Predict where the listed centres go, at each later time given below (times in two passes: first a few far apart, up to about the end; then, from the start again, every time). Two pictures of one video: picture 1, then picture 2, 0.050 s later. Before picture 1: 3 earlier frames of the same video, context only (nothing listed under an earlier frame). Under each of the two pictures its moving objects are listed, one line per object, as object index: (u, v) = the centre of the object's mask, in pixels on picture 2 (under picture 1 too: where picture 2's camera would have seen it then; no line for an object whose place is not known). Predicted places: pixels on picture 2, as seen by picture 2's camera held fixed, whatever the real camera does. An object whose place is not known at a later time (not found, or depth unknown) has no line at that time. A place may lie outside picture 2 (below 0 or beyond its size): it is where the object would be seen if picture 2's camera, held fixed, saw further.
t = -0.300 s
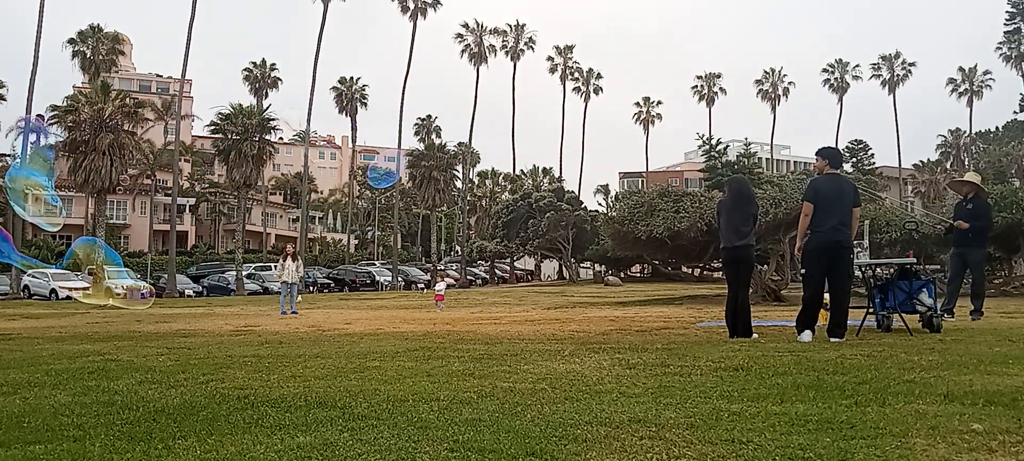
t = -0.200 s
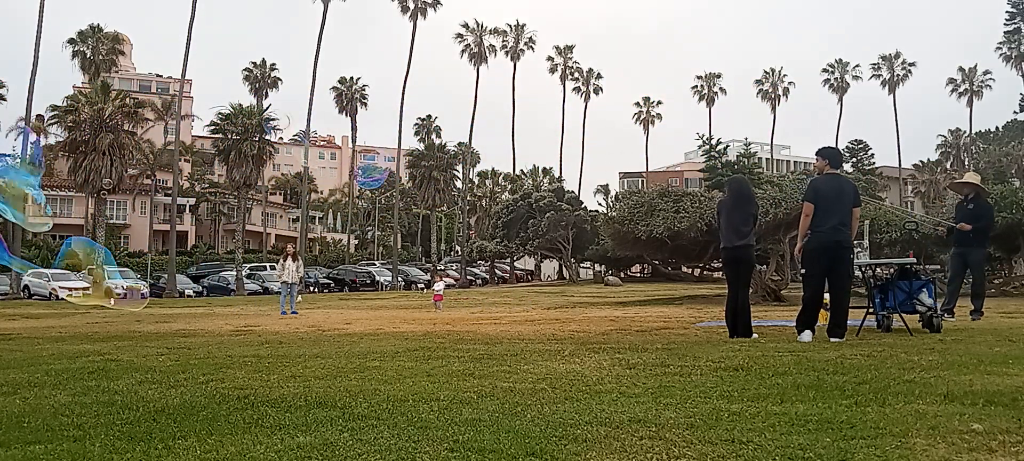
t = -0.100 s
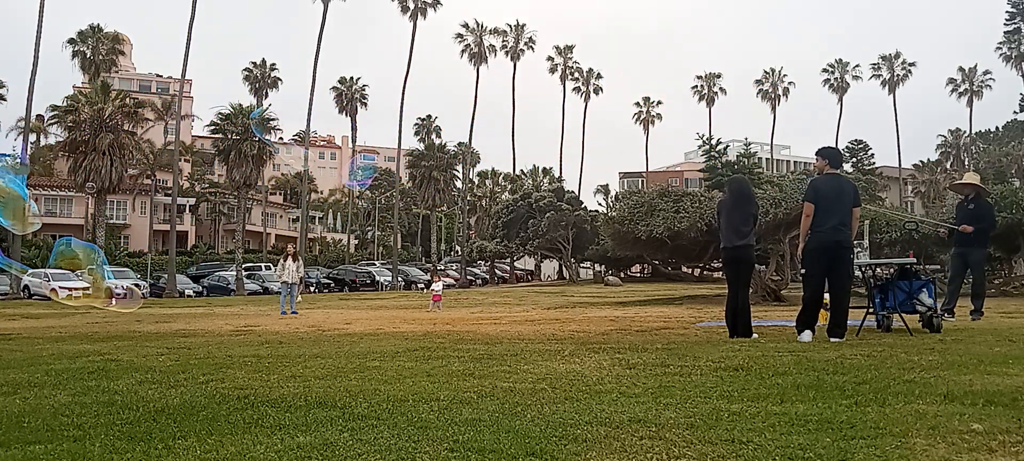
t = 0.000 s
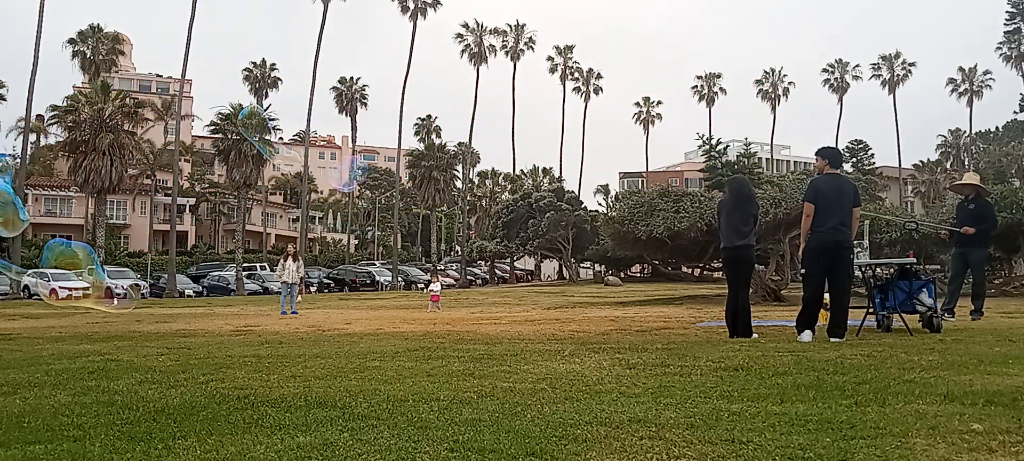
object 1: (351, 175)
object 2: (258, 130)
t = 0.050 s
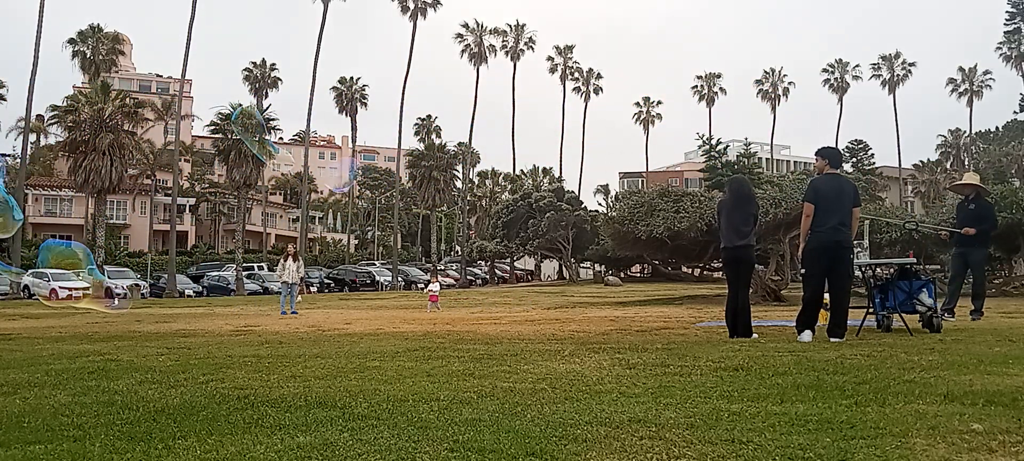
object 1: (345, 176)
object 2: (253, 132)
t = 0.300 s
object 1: (308, 180)
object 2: (236, 151)
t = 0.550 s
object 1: (275, 185)
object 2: (194, 143)
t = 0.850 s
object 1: (238, 188)
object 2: (156, 147)
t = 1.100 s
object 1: (207, 193)
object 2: (126, 154)
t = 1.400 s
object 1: (168, 199)
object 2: (87, 158)
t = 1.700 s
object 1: (131, 197)
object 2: (47, 164)
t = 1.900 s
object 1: (100, 201)
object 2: (19, 168)
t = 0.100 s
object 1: (335, 175)
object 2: (249, 135)
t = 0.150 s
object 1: (332, 173)
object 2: (251, 146)
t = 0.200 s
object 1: (321, 177)
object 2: (250, 152)
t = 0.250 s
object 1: (315, 179)
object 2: (240, 147)
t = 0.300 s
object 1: (308, 180)
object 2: (236, 151)
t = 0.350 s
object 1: (300, 182)
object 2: (229, 146)
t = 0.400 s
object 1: (295, 183)
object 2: (225, 153)
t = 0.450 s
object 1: (289, 183)
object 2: (217, 153)
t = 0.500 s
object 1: (284, 186)
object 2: (208, 154)
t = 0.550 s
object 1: (275, 185)
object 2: (194, 143)
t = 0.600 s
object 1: (269, 185)
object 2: (187, 143)
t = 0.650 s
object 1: (262, 185)
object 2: (179, 143)
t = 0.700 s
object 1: (255, 185)
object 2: (174, 144)
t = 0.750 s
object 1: (249, 186)
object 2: (168, 145)
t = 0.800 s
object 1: (243, 187)
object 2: (162, 145)
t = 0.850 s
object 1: (238, 188)
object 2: (156, 147)
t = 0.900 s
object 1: (231, 189)
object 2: (150, 148)
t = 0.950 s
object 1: (225, 191)
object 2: (144, 150)
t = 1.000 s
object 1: (218, 191)
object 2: (138, 151)
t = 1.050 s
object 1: (213, 192)
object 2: (131, 152)
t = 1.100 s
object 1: (207, 193)
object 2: (126, 154)
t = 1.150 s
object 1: (200, 193)
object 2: (120, 154)
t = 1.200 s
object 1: (194, 195)
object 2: (113, 155)
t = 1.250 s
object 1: (187, 196)
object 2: (107, 156)
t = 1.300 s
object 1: (180, 197)
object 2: (101, 157)
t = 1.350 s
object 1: (176, 198)
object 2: (94, 158)
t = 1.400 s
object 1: (168, 199)
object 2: (87, 158)
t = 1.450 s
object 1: (163, 199)
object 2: (80, 159)
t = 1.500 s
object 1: (157, 198)
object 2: (73, 159)
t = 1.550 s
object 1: (149, 200)
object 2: (65, 160)
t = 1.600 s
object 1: (141, 200)
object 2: (59, 161)
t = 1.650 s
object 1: (137, 200)
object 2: (52, 162)
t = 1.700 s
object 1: (131, 197)
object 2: (47, 164)
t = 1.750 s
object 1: (121, 202)
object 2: (39, 165)
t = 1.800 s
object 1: (110, 199)
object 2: (33, 165)
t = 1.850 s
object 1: (105, 200)
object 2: (25, 167)
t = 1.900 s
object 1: (100, 201)
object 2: (19, 168)
